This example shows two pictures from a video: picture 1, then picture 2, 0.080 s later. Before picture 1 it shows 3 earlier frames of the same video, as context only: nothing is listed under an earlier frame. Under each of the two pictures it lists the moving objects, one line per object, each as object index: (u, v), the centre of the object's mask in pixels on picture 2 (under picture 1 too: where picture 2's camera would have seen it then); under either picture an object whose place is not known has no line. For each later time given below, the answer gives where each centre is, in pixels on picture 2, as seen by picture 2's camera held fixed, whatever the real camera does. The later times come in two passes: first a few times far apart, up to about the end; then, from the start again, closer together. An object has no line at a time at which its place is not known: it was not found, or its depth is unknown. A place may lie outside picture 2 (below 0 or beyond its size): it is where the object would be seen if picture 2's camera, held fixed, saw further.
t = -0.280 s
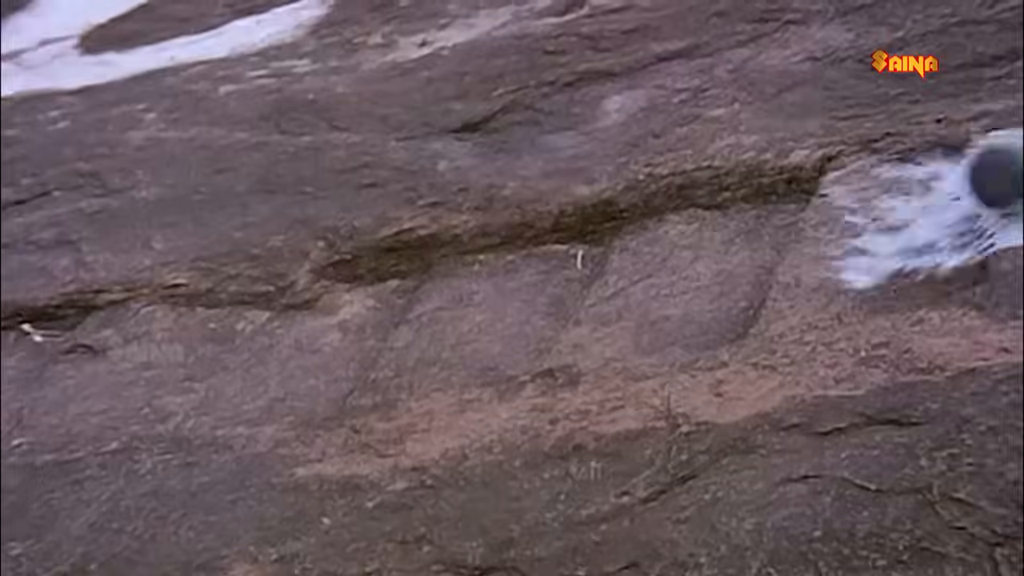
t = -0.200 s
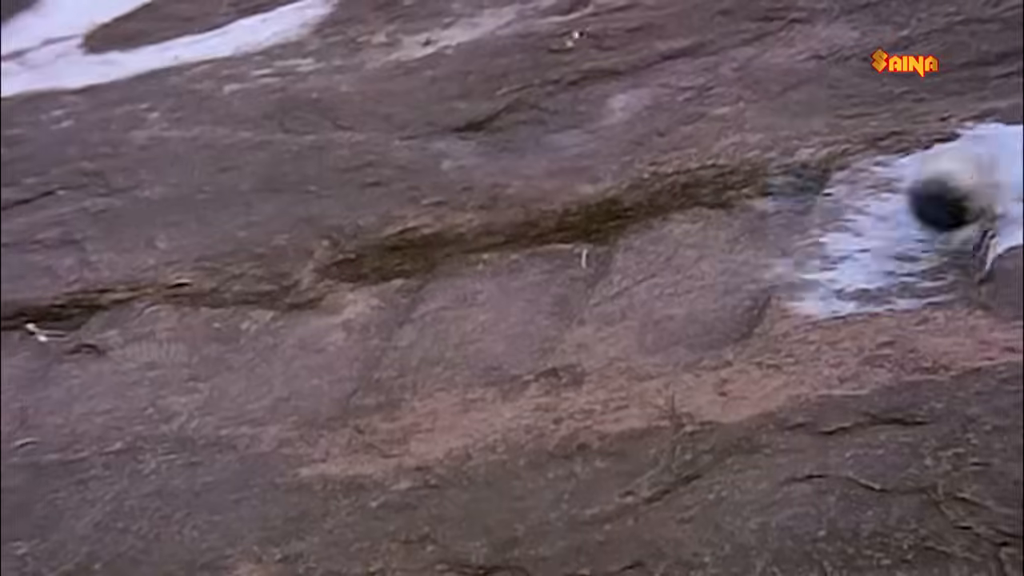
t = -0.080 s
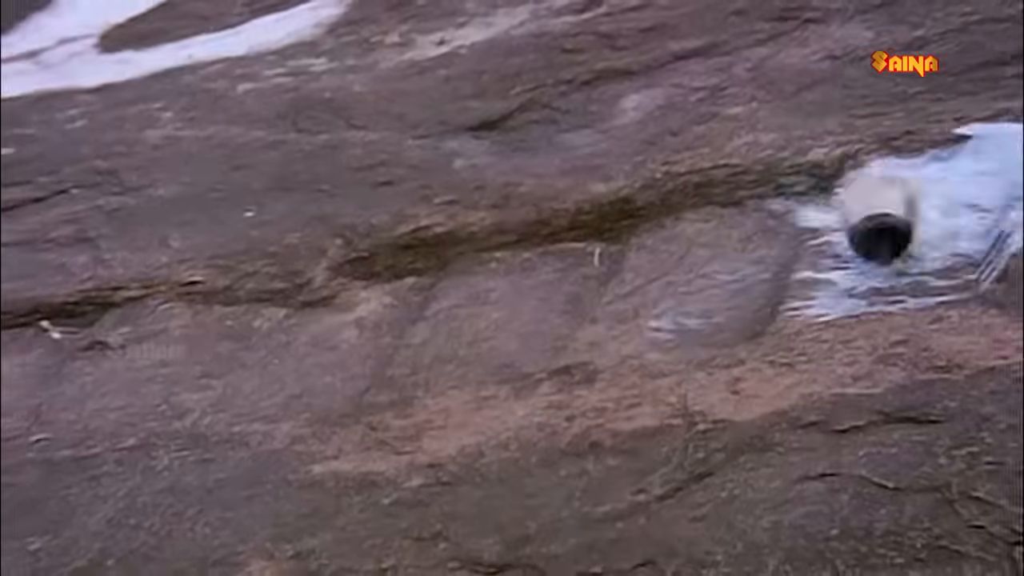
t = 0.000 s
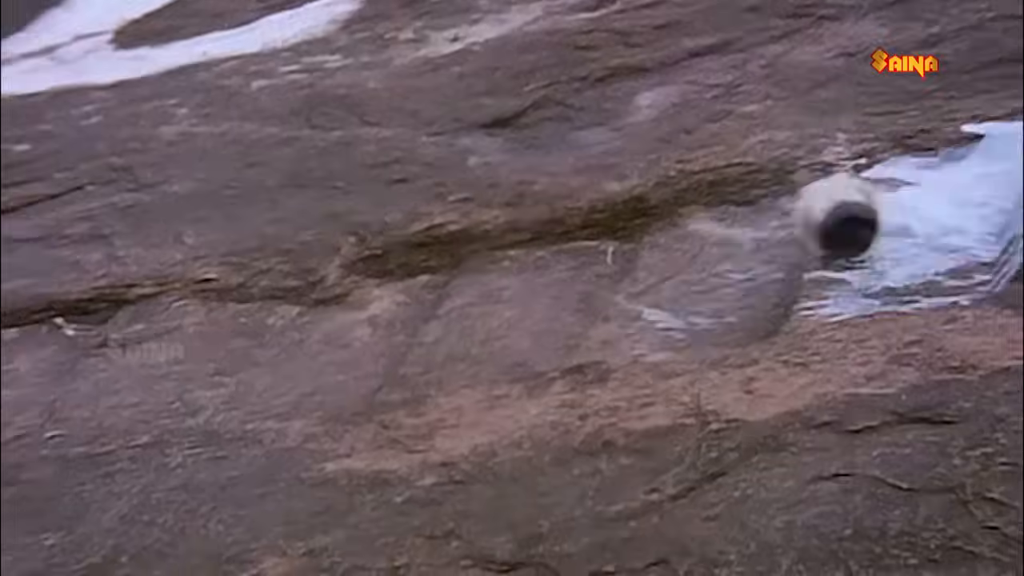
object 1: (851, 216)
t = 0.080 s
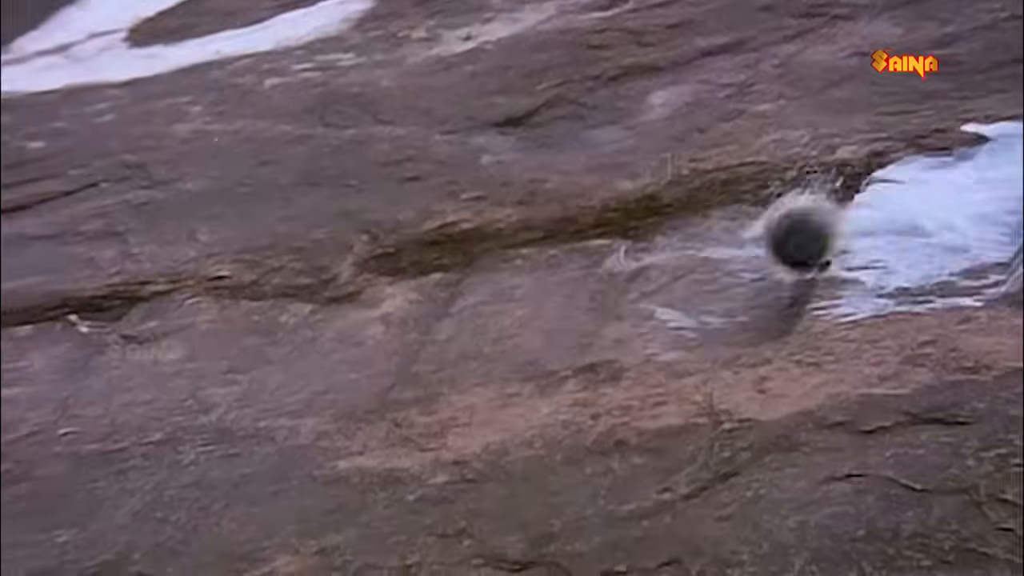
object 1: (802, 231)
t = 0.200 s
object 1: (722, 270)
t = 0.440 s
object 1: (559, 293)
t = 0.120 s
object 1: (778, 247)
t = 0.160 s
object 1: (749, 269)
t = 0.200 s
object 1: (722, 270)
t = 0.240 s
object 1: (695, 270)
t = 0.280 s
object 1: (667, 268)
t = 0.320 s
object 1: (640, 272)
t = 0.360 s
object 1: (613, 273)
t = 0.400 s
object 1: (589, 278)
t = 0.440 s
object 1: (559, 293)
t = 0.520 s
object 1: (501, 318)
